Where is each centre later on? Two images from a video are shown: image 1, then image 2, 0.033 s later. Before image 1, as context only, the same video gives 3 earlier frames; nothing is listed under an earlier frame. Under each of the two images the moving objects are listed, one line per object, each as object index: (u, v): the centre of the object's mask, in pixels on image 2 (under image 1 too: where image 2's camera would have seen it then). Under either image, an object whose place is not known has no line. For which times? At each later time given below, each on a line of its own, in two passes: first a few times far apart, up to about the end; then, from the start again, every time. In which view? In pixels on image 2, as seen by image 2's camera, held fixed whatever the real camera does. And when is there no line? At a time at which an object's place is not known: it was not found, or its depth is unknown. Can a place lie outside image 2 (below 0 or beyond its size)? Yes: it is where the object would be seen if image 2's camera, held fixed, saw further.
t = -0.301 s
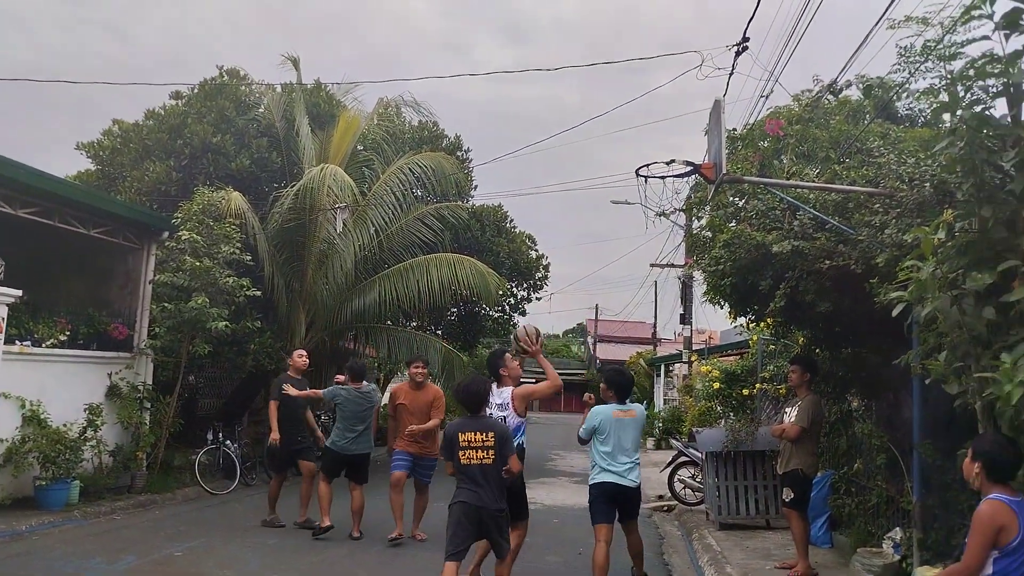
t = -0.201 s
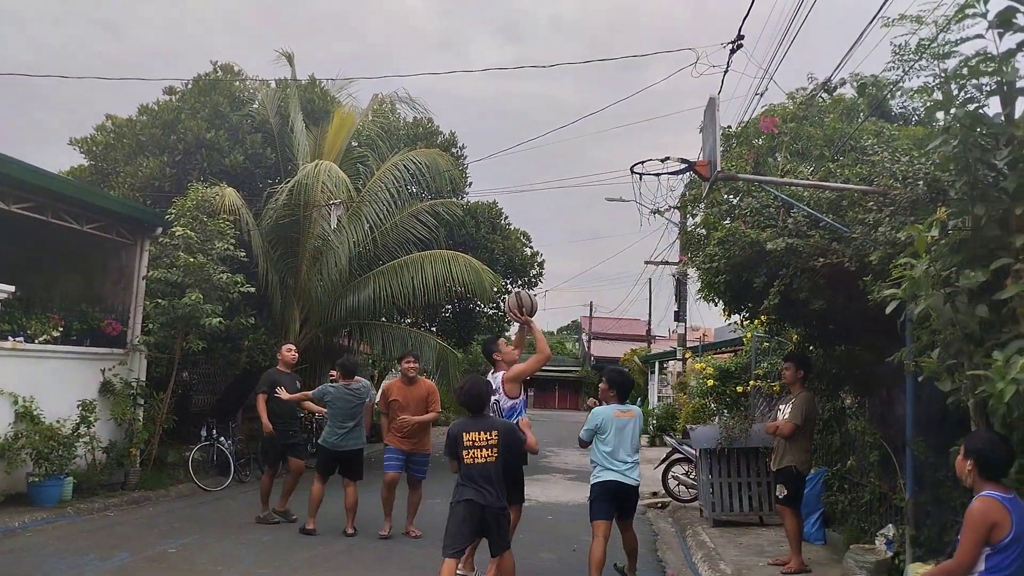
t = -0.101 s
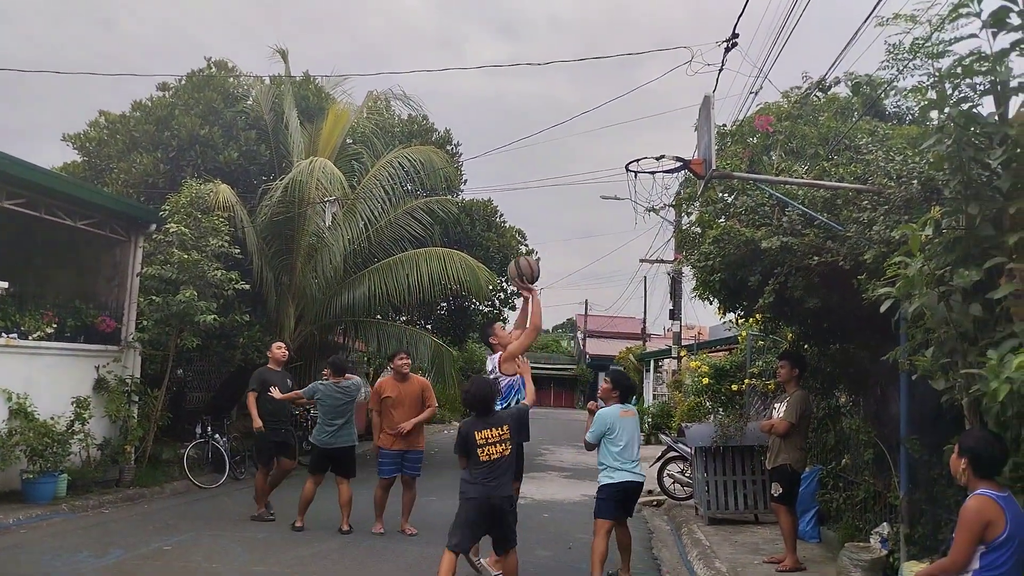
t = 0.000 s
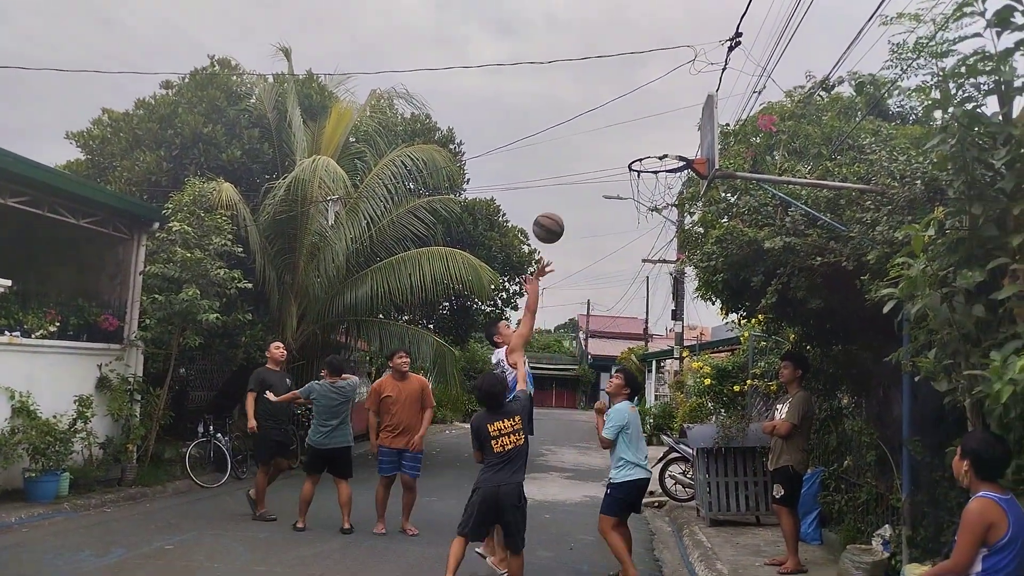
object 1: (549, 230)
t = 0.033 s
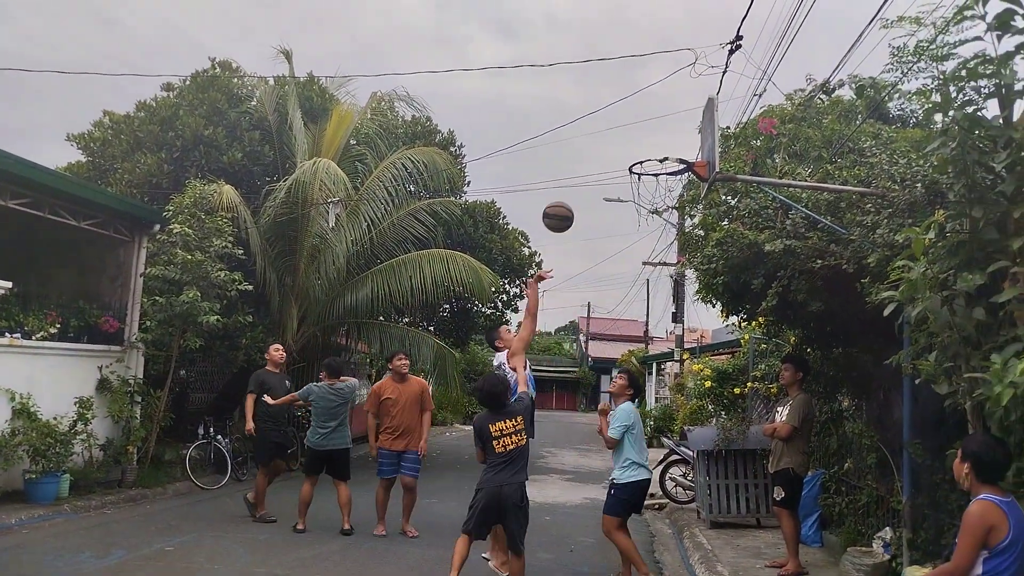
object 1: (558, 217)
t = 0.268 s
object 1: (616, 163)
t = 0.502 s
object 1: (592, 179)
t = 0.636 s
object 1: (575, 219)
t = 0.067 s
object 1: (567, 205)
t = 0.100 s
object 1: (576, 194)
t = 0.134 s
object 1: (585, 185)
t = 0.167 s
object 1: (594, 177)
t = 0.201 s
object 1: (603, 171)
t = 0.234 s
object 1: (612, 166)
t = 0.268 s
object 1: (616, 163)
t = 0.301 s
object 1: (613, 161)
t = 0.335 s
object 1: (610, 161)
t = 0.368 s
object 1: (606, 161)
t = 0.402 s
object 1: (603, 163)
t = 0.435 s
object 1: (599, 167)
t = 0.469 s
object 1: (595, 172)
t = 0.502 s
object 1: (592, 179)
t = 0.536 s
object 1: (588, 187)
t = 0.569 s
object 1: (584, 196)
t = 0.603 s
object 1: (579, 206)
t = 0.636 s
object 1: (575, 219)
